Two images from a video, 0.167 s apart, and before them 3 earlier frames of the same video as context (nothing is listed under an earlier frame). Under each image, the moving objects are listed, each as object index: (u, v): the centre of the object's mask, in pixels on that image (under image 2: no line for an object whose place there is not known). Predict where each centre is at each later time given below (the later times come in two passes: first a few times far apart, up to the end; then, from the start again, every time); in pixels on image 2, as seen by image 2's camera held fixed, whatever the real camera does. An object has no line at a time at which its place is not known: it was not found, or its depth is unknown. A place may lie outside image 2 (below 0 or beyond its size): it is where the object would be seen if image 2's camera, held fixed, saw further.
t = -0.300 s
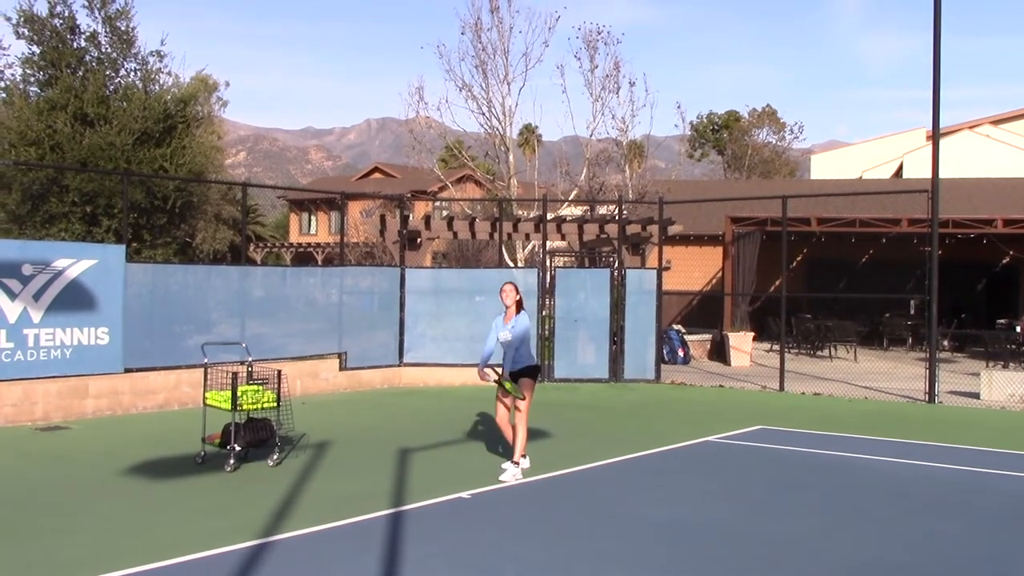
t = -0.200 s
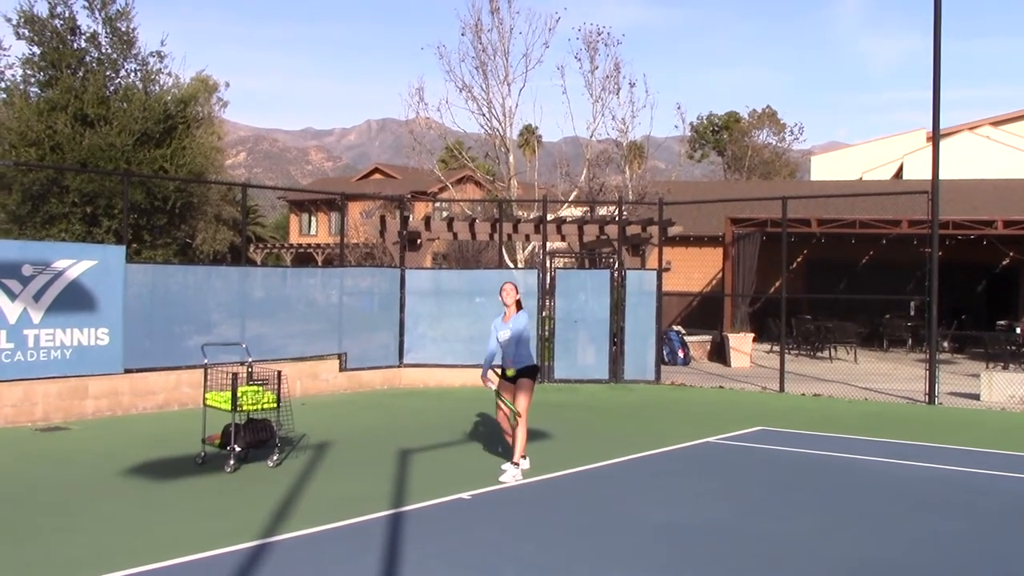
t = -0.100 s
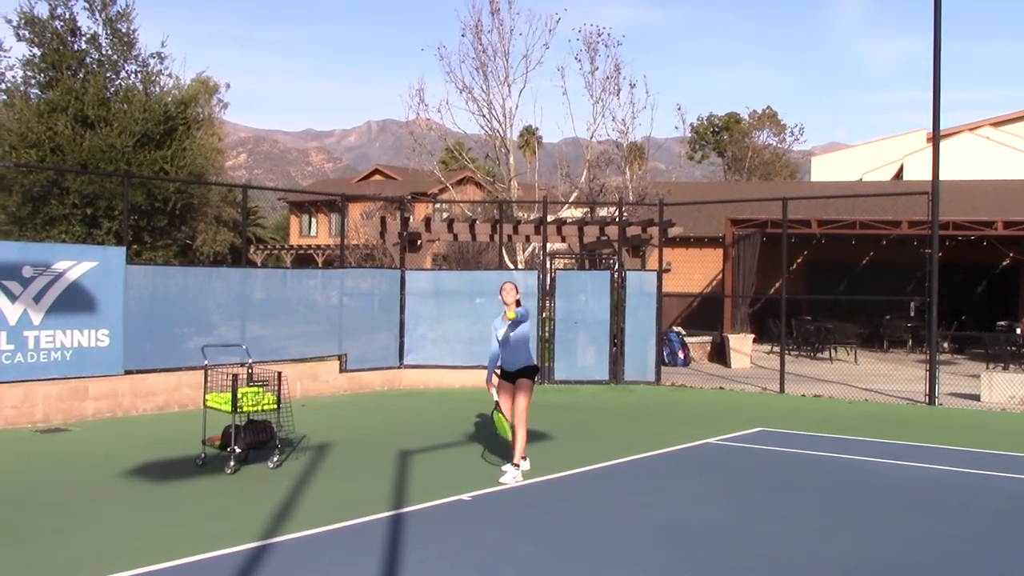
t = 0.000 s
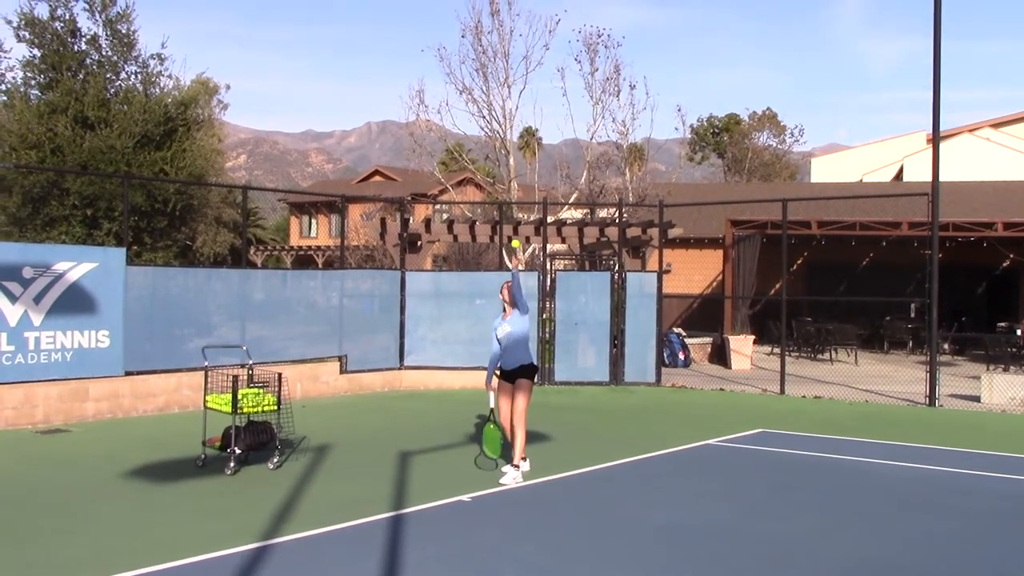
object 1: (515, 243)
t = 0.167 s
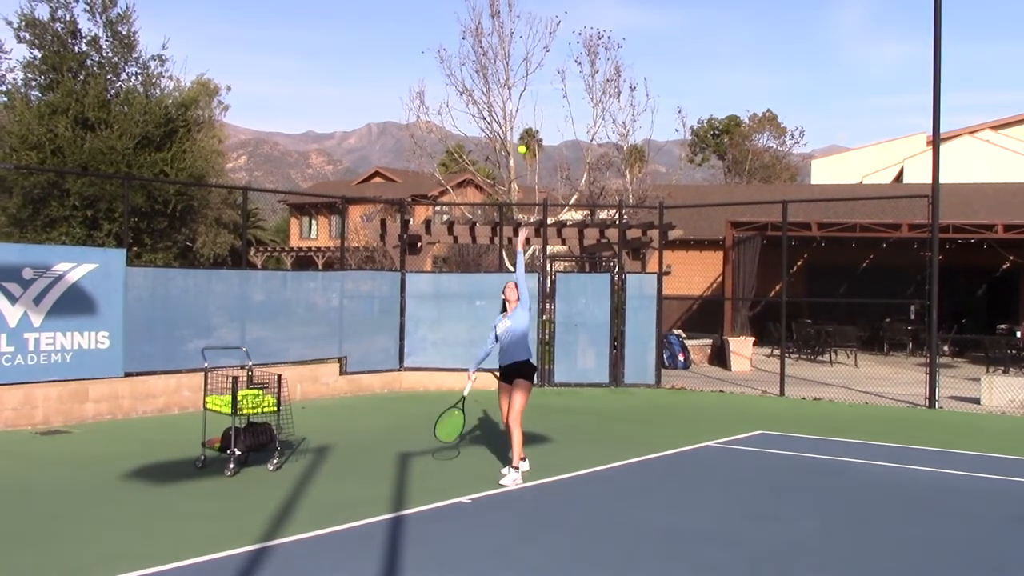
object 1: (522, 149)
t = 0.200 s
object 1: (523, 134)
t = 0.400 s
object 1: (529, 70)
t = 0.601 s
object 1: (534, 55)
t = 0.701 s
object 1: (537, 65)
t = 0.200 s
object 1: (523, 134)
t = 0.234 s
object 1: (524, 121)
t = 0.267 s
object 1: (525, 107)
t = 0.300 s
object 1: (525, 95)
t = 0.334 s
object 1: (527, 87)
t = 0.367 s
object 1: (528, 78)
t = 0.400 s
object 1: (529, 70)
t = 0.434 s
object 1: (530, 65)
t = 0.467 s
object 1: (530, 60)
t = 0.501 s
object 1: (532, 56)
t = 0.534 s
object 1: (532, 55)
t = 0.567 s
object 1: (533, 54)
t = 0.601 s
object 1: (534, 55)
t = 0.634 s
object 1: (535, 57)
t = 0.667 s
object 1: (536, 60)
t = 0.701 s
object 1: (537, 65)
